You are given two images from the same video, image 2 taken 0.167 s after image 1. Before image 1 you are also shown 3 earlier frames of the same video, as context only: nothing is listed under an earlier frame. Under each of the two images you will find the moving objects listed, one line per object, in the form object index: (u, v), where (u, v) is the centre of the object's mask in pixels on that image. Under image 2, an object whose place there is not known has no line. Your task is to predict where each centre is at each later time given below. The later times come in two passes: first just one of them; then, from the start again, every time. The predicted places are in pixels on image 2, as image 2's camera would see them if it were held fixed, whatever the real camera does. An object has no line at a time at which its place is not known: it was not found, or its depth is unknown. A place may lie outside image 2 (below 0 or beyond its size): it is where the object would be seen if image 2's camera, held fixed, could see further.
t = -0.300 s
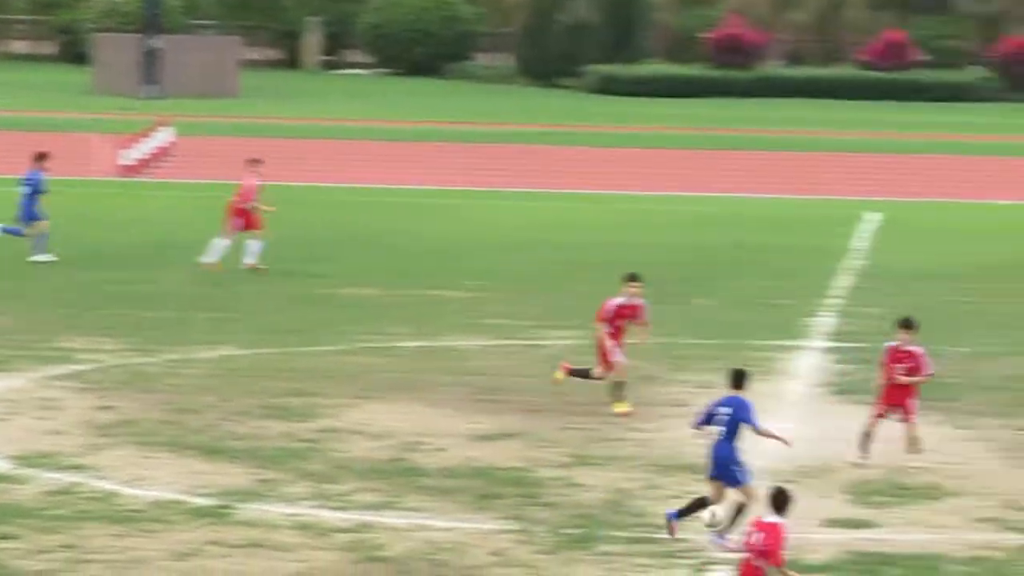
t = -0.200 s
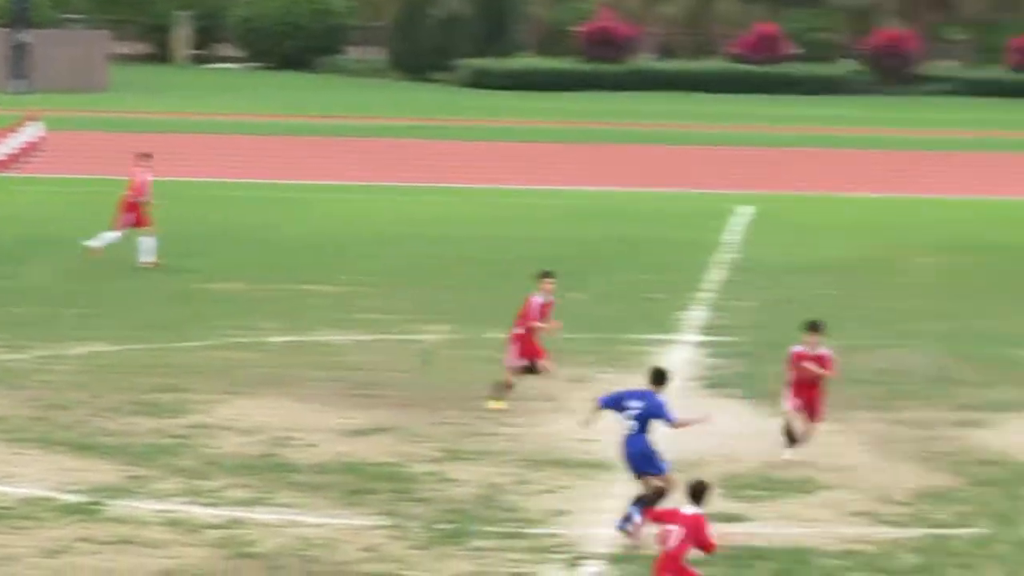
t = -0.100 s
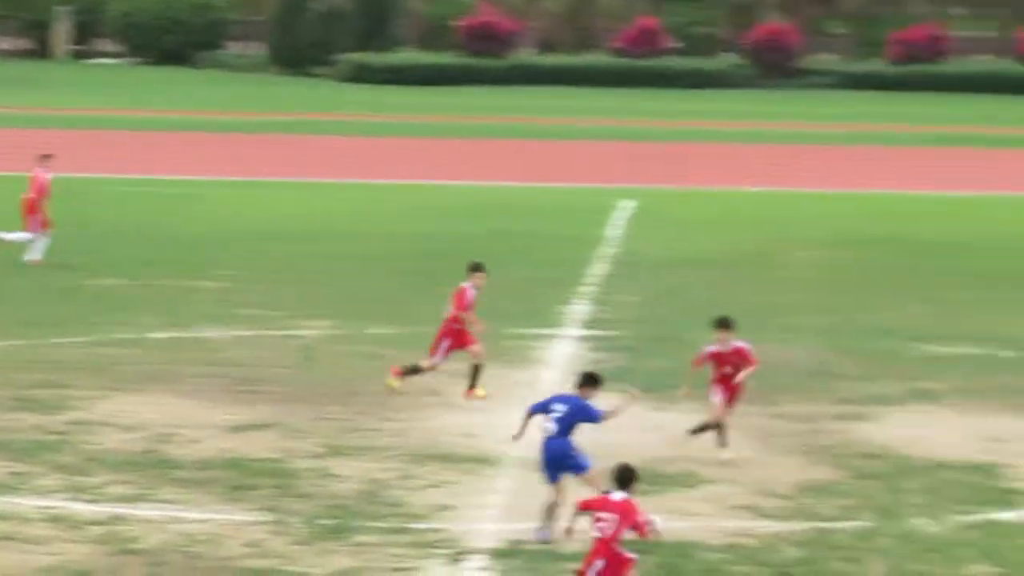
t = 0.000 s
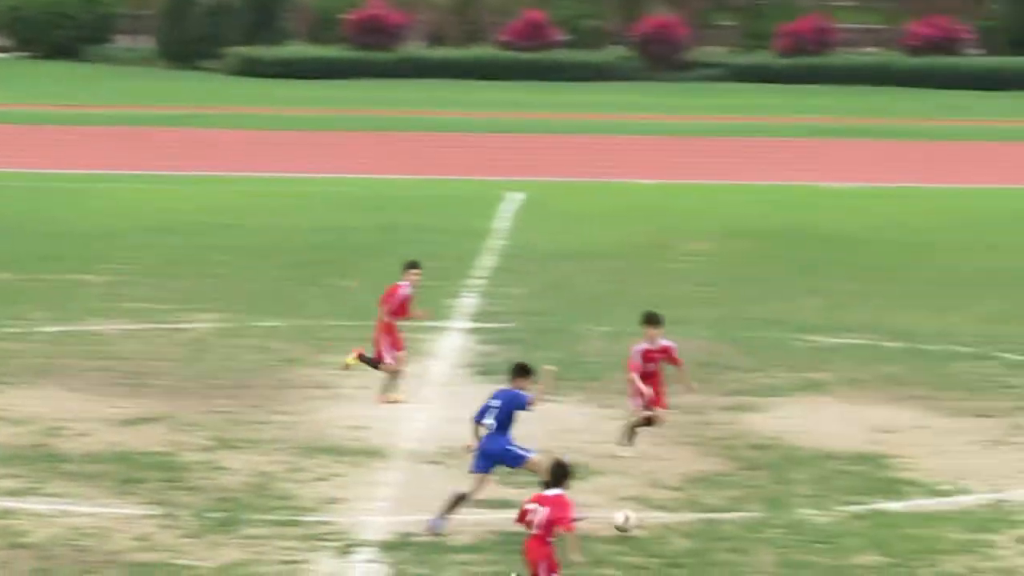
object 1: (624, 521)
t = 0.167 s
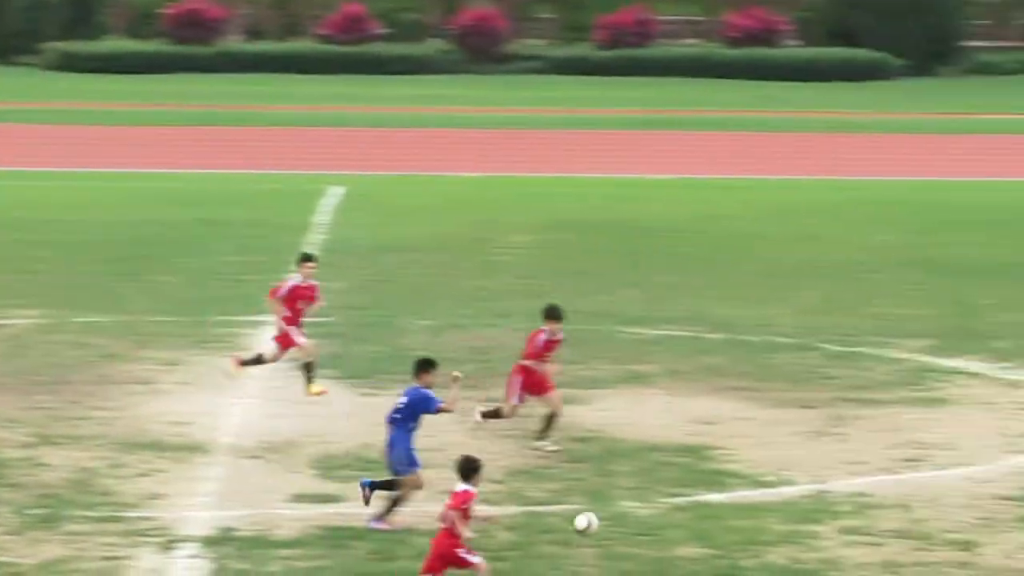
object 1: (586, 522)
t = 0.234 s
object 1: (640, 534)
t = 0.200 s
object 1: (613, 528)
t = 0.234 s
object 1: (640, 534)
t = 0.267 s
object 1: (665, 526)
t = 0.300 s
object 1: (690, 521)
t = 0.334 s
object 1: (715, 515)
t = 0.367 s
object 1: (742, 512)
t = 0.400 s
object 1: (766, 511)
